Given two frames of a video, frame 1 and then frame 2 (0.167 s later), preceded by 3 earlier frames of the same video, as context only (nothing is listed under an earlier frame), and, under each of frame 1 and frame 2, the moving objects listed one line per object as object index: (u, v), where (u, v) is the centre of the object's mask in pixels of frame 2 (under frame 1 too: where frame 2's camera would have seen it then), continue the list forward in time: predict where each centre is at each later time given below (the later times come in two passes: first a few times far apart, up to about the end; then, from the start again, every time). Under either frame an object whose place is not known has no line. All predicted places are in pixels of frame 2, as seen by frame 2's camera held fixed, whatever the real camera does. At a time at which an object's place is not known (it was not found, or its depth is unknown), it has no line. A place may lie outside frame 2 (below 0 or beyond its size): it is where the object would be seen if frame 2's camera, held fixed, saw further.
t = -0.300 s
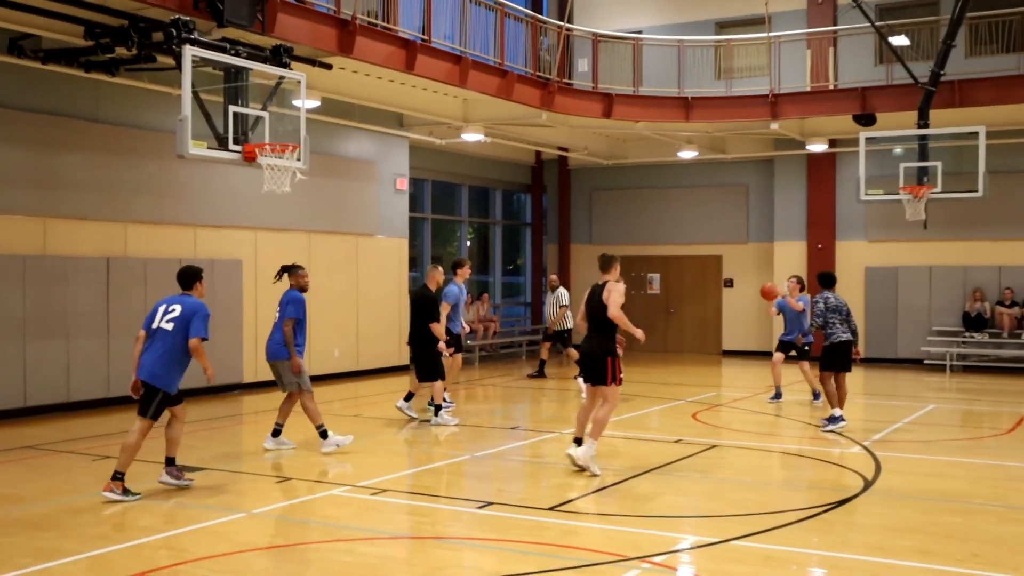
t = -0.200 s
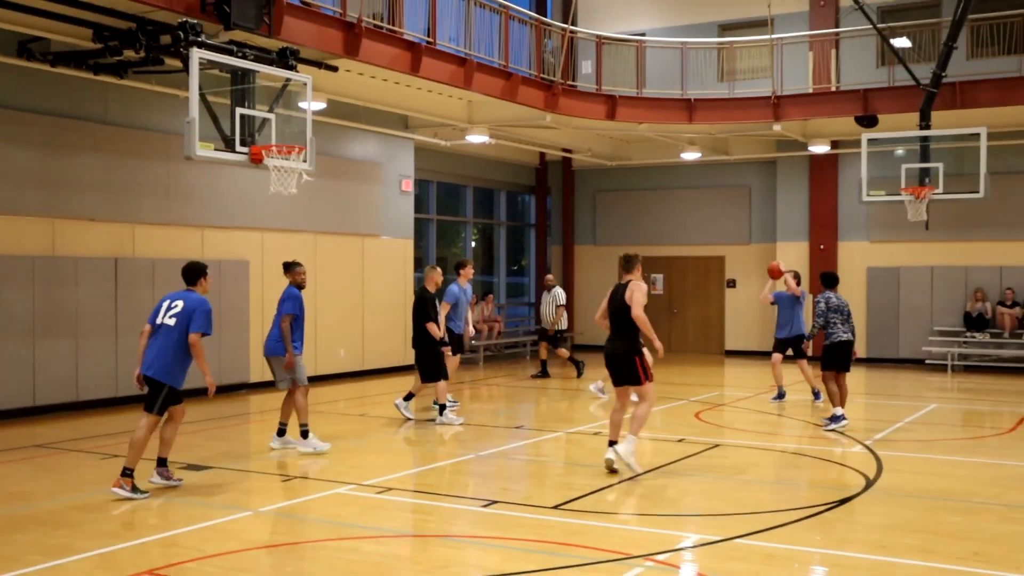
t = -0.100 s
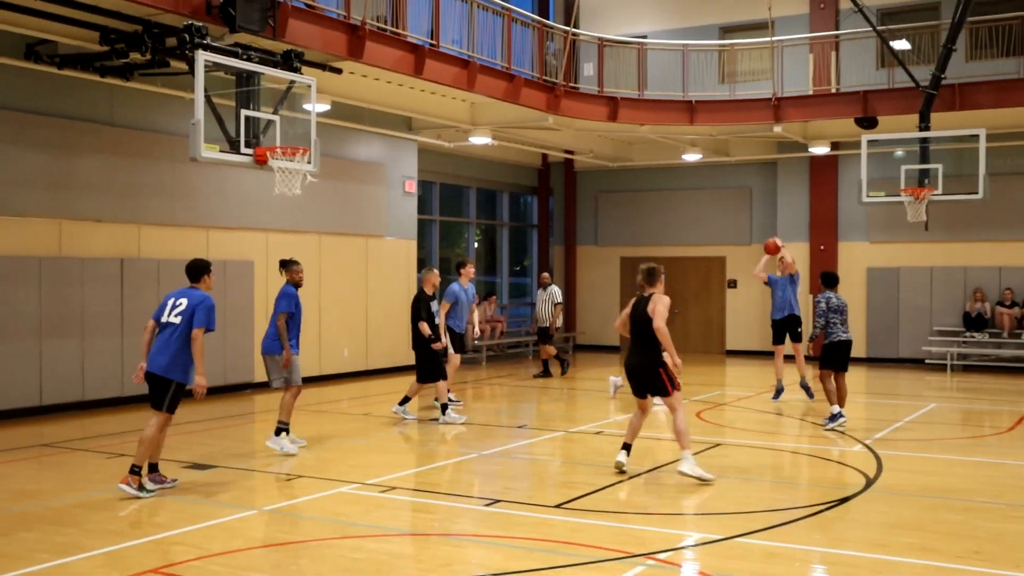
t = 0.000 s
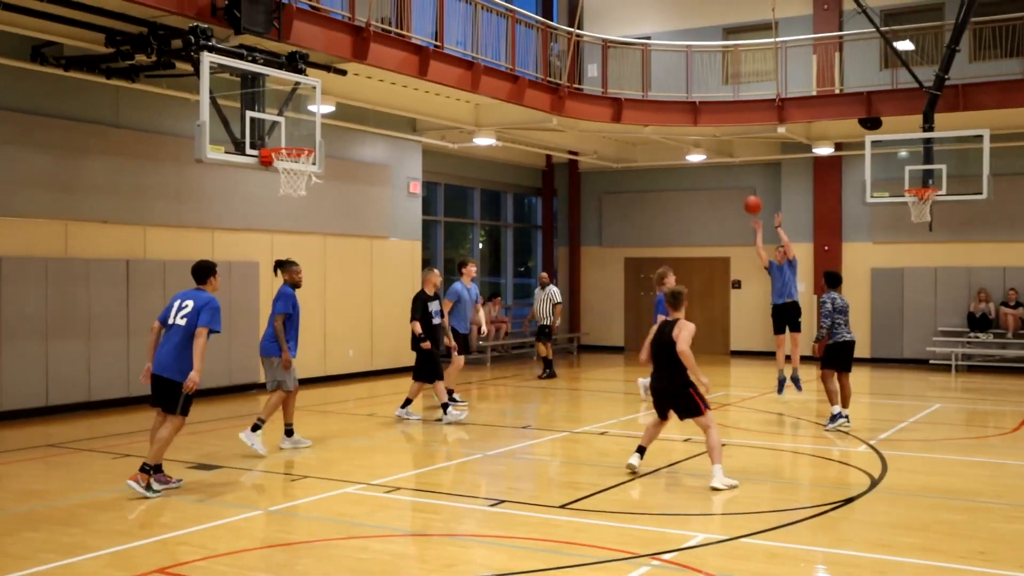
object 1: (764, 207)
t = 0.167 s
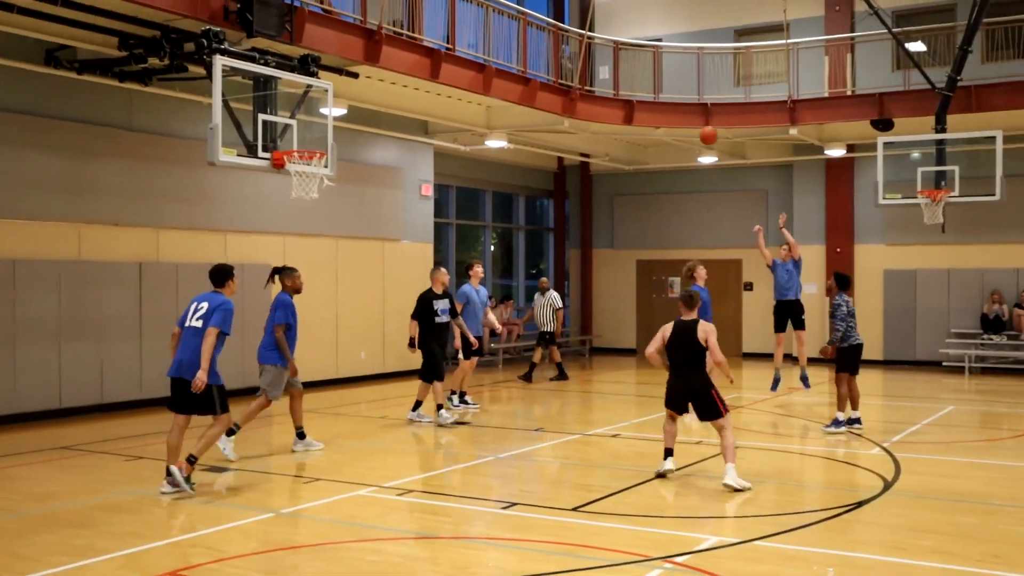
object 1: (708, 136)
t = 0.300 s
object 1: (663, 91)
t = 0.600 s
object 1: (551, 38)
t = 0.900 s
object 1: (431, 54)
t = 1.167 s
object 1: (315, 134)
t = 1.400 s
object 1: (363, 131)
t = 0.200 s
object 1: (697, 123)
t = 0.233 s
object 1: (686, 111)
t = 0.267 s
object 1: (674, 100)
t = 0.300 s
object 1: (663, 91)
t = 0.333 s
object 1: (650, 82)
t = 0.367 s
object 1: (639, 74)
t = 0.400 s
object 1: (626, 66)
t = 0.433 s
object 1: (614, 59)
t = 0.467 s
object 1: (602, 55)
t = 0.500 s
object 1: (588, 49)
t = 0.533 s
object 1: (577, 45)
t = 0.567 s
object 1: (564, 40)
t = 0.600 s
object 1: (551, 38)
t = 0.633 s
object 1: (539, 36)
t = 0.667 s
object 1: (525, 35)
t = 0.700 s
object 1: (512, 34)
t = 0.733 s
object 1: (499, 35)
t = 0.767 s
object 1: (485, 37)
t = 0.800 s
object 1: (472, 39)
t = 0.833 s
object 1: (458, 43)
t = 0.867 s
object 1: (445, 48)
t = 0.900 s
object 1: (431, 54)
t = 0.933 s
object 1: (417, 60)
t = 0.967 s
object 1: (403, 68)
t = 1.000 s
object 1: (389, 76)
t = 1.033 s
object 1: (374, 85)
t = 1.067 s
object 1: (359, 95)
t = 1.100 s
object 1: (345, 105)
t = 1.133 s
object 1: (329, 120)
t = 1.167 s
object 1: (315, 134)
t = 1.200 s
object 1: (301, 145)
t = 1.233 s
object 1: (302, 143)
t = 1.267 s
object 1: (314, 140)
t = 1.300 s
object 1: (326, 137)
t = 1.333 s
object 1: (338, 133)
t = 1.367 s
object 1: (351, 132)
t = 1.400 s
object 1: (363, 131)
